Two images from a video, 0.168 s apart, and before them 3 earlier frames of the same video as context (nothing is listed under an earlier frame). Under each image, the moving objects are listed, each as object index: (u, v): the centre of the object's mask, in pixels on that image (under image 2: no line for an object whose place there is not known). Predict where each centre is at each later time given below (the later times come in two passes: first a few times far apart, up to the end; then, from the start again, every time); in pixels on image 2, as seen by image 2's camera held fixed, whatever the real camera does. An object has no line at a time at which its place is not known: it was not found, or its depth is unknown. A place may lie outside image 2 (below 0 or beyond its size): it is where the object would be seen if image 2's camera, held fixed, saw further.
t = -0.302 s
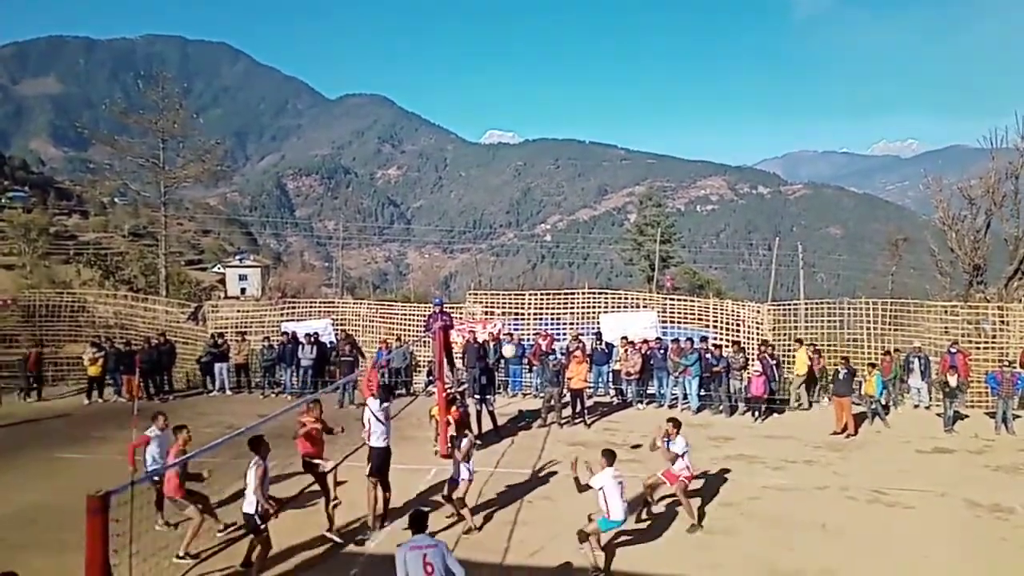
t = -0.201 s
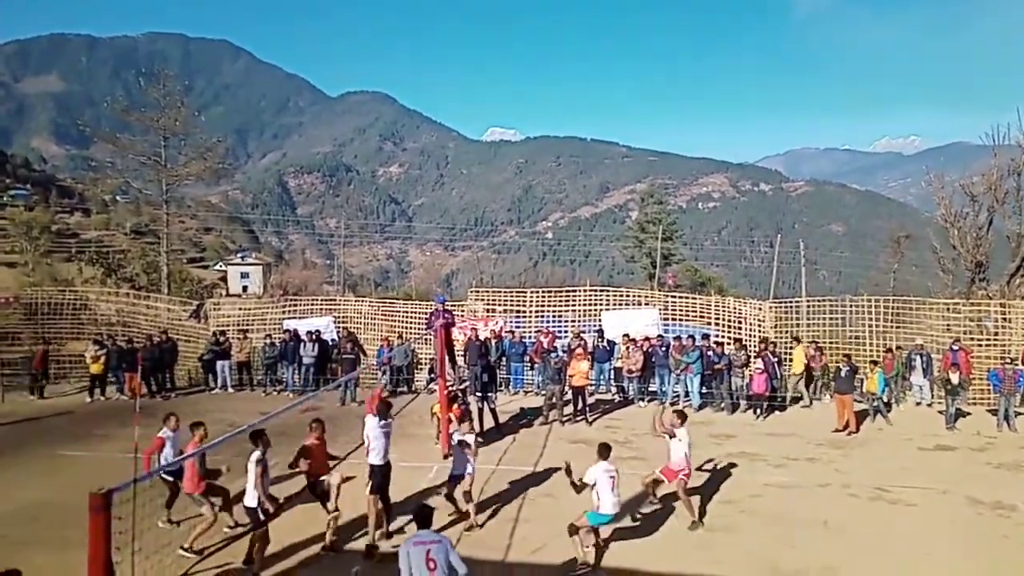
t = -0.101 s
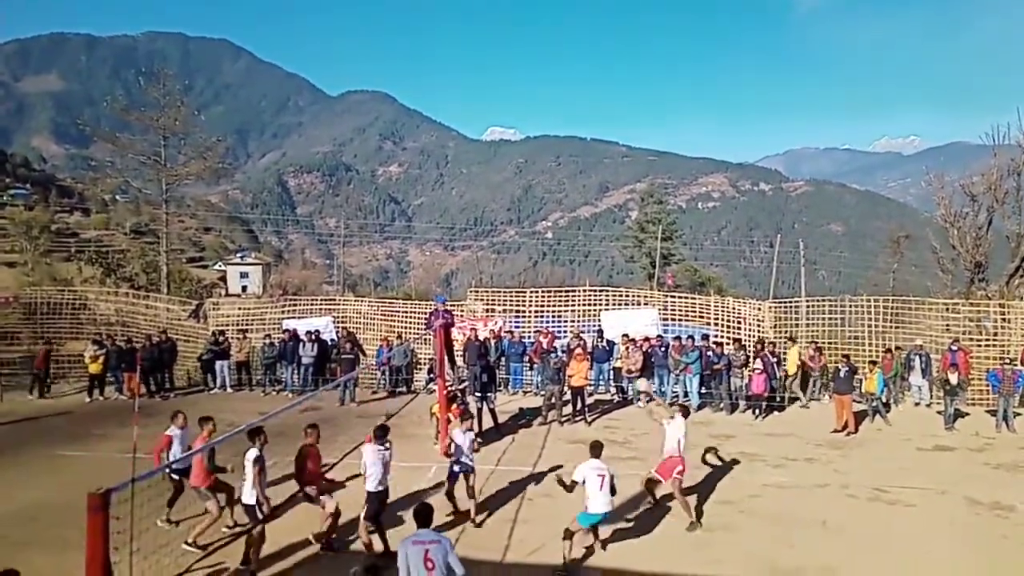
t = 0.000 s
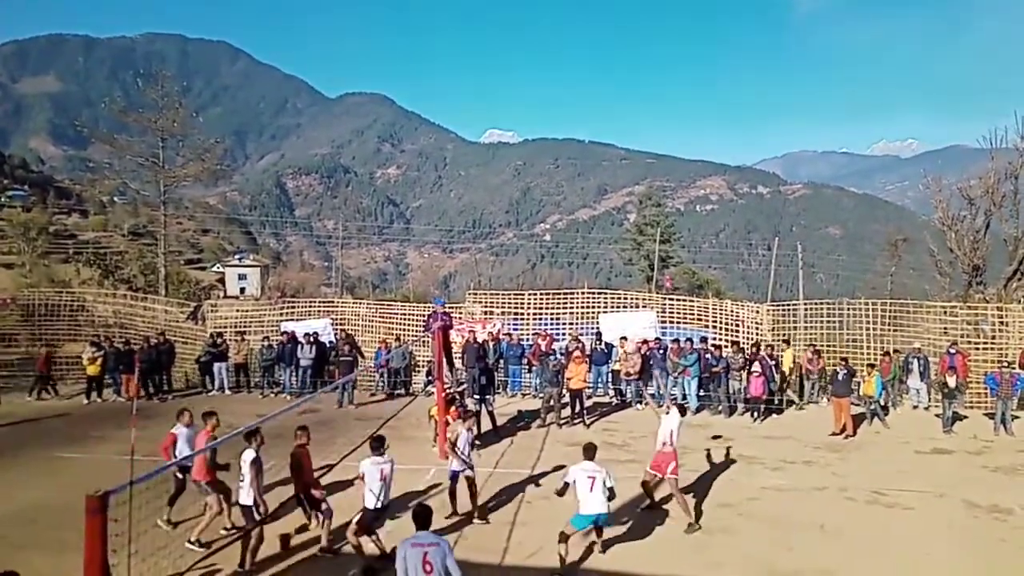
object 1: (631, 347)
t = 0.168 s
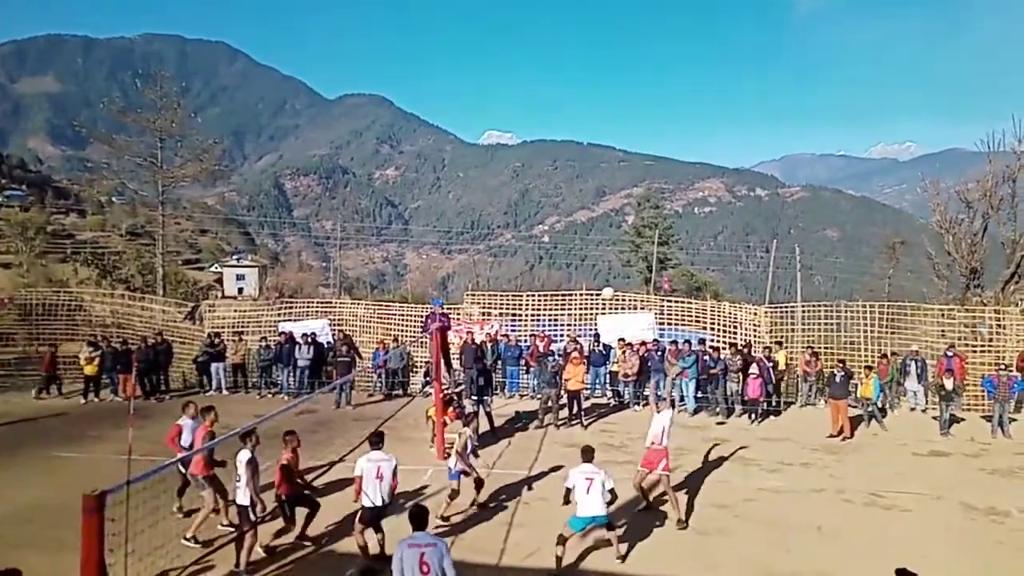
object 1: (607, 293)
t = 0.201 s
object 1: (603, 284)
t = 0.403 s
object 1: (580, 248)
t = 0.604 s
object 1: (557, 238)
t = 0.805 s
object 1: (534, 253)
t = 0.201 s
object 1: (603, 284)
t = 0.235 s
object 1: (599, 277)
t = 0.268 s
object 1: (595, 269)
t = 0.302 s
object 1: (591, 263)
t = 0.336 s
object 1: (588, 258)
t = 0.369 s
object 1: (584, 252)
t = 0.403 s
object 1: (580, 248)
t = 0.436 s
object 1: (576, 245)
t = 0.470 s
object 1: (572, 242)
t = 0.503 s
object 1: (569, 240)
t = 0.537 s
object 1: (565, 238)
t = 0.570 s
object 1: (560, 238)
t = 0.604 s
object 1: (557, 238)
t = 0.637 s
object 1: (552, 239)
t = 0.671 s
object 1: (549, 240)
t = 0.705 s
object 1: (545, 242)
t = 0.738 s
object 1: (542, 244)
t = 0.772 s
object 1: (538, 249)
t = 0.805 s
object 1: (534, 253)
